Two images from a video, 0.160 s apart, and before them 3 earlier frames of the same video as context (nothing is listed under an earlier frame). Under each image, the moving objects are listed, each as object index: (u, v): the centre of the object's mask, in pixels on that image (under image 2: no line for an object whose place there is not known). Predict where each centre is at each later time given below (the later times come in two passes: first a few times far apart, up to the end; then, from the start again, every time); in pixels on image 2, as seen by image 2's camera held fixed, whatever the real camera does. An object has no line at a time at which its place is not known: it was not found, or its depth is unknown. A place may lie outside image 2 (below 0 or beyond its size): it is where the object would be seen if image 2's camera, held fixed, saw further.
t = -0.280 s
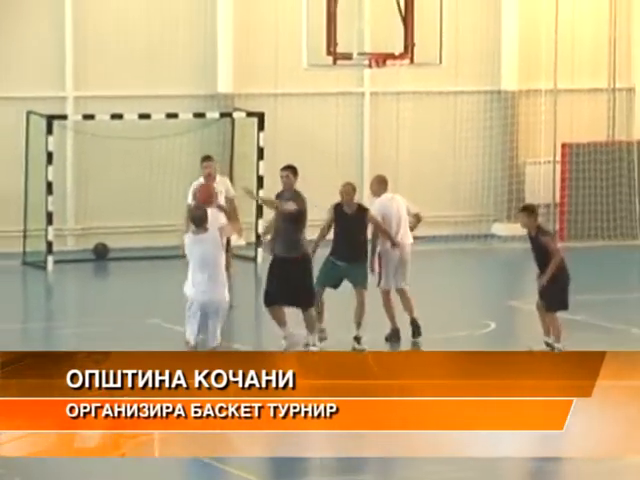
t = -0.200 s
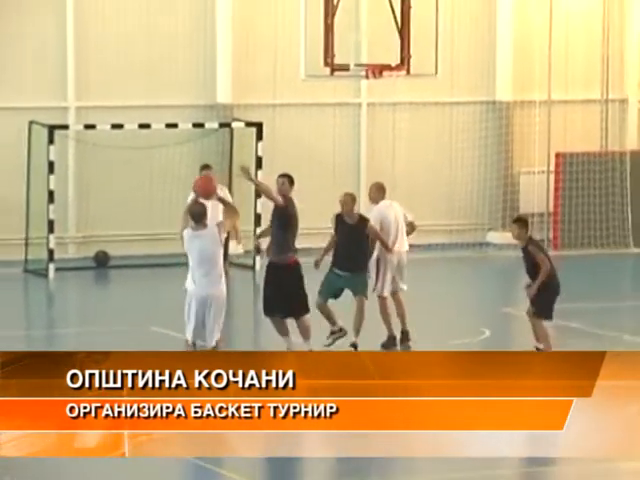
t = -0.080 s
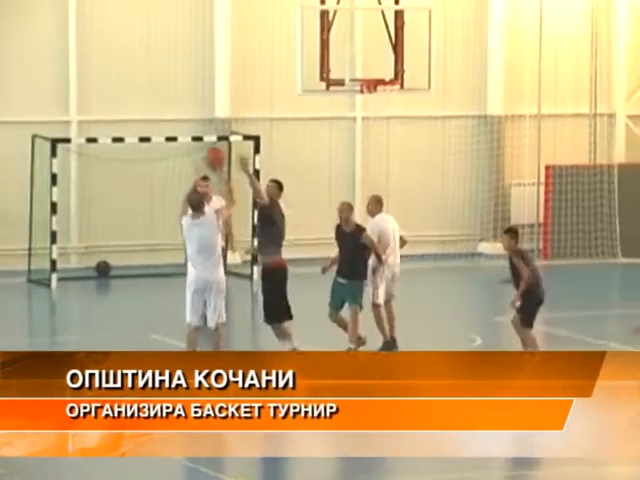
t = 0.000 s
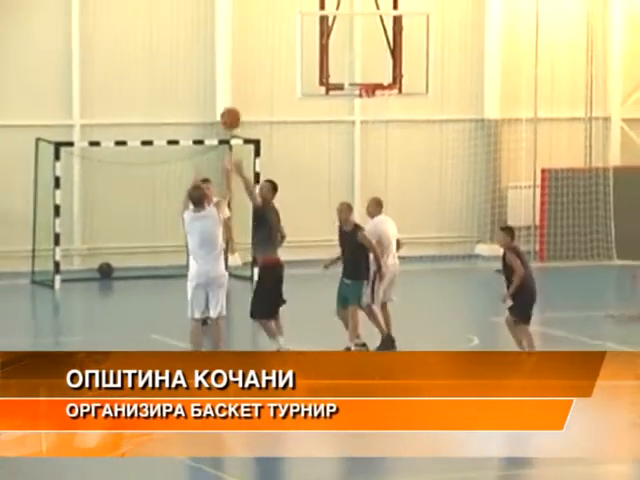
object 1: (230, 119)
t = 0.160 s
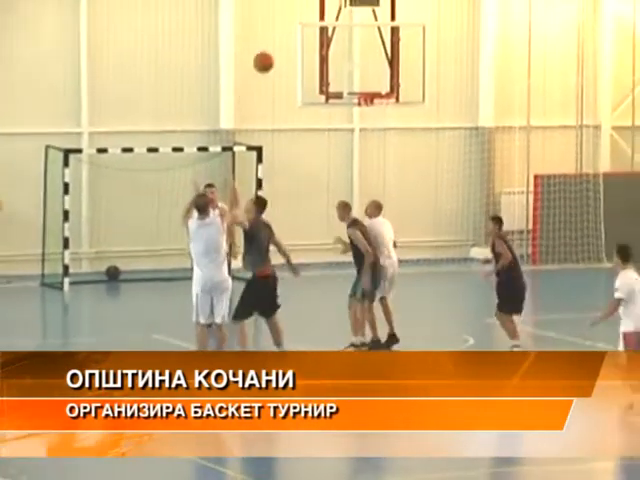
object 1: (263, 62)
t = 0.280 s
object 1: (285, 29)
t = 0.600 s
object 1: (340, 9)
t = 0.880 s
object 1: (381, 60)
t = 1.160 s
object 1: (435, 67)
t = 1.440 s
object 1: (492, 86)
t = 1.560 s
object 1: (516, 112)
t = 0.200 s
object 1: (271, 50)
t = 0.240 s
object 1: (278, 39)
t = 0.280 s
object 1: (285, 29)
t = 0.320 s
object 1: (292, 21)
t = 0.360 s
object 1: (300, 15)
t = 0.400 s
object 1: (306, 11)
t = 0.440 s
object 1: (313, 8)
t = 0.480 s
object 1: (320, 6)
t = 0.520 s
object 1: (326, 6)
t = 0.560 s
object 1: (334, 8)
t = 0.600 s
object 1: (340, 9)
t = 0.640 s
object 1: (346, 12)
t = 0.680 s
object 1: (352, 18)
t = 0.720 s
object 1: (358, 24)
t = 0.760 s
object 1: (364, 31)
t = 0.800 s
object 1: (369, 40)
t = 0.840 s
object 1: (375, 50)
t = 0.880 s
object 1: (381, 60)
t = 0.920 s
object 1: (387, 72)
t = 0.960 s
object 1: (392, 87)
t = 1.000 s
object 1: (403, 85)
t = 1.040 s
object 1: (408, 78)
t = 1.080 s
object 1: (418, 73)
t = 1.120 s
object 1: (427, 70)
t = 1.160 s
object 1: (435, 67)
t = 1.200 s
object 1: (443, 66)
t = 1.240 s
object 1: (451, 66)
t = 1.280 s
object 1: (459, 67)
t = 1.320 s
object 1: (468, 70)
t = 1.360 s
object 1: (476, 74)
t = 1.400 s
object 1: (484, 79)
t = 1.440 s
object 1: (492, 86)
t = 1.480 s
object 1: (500, 93)
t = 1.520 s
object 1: (508, 102)
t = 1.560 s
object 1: (516, 112)
